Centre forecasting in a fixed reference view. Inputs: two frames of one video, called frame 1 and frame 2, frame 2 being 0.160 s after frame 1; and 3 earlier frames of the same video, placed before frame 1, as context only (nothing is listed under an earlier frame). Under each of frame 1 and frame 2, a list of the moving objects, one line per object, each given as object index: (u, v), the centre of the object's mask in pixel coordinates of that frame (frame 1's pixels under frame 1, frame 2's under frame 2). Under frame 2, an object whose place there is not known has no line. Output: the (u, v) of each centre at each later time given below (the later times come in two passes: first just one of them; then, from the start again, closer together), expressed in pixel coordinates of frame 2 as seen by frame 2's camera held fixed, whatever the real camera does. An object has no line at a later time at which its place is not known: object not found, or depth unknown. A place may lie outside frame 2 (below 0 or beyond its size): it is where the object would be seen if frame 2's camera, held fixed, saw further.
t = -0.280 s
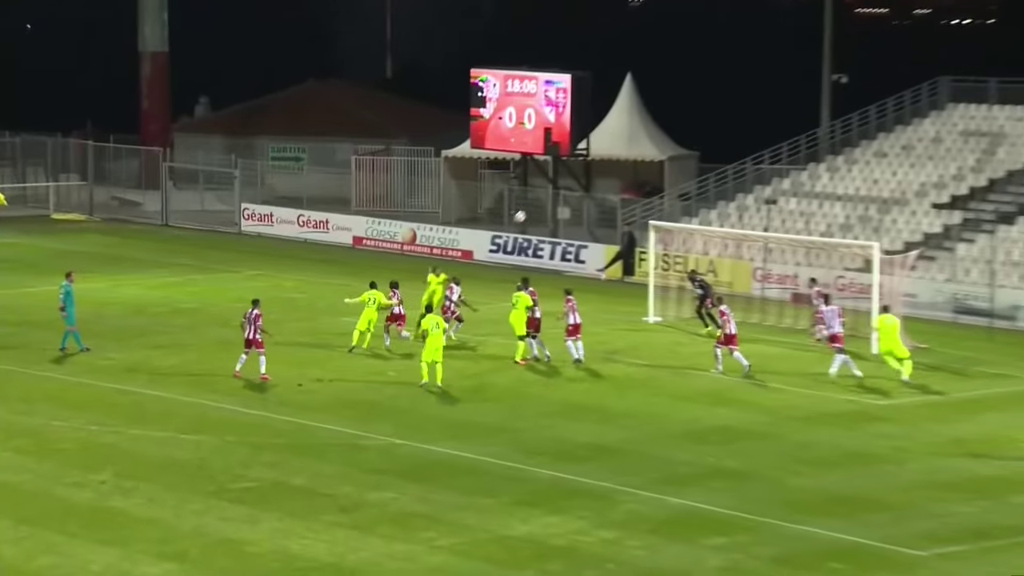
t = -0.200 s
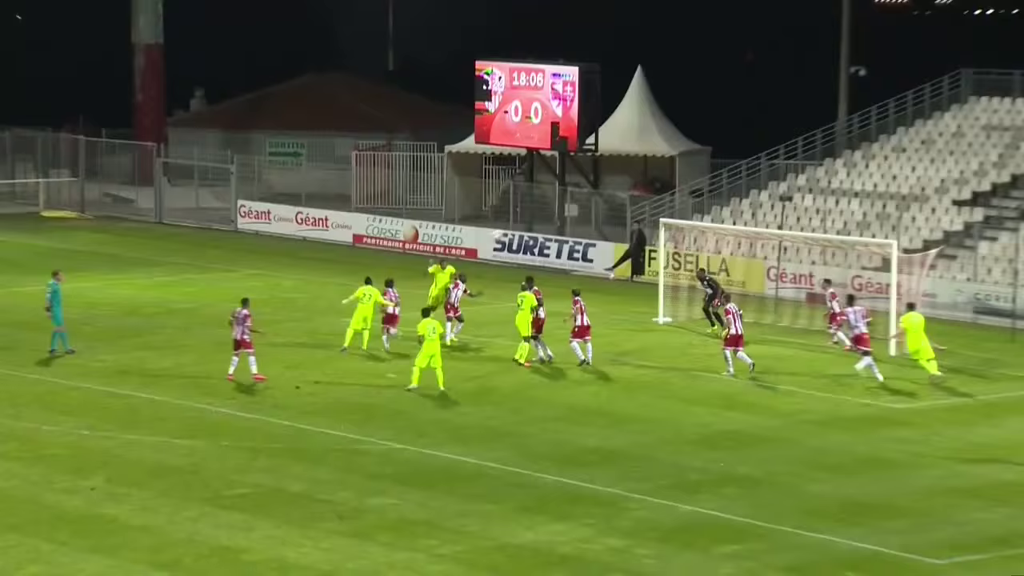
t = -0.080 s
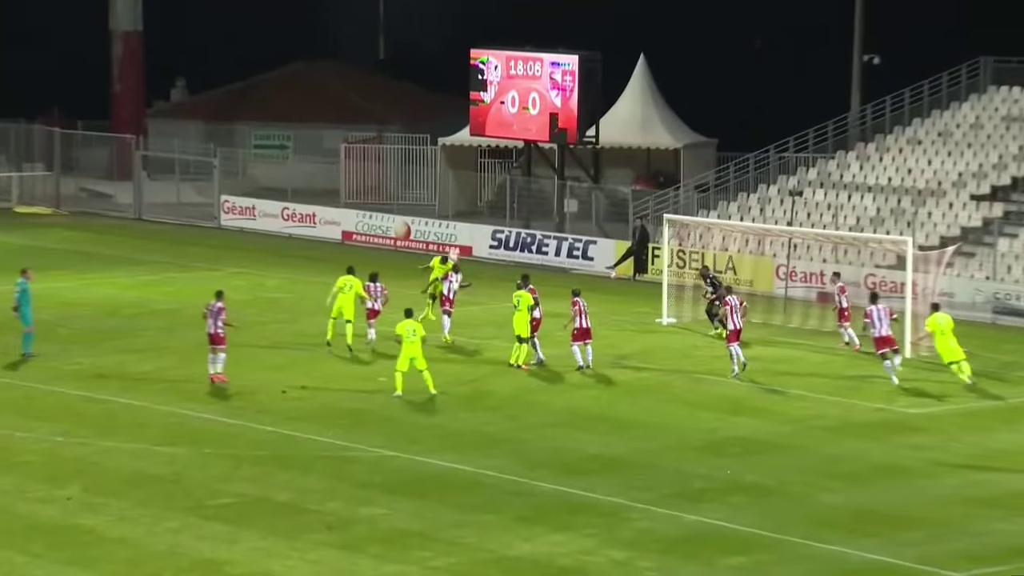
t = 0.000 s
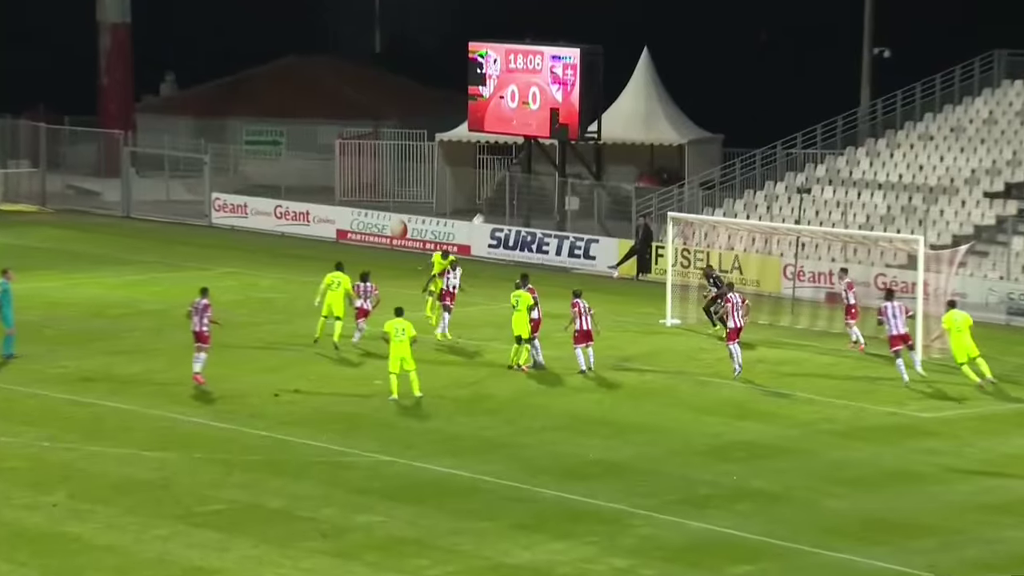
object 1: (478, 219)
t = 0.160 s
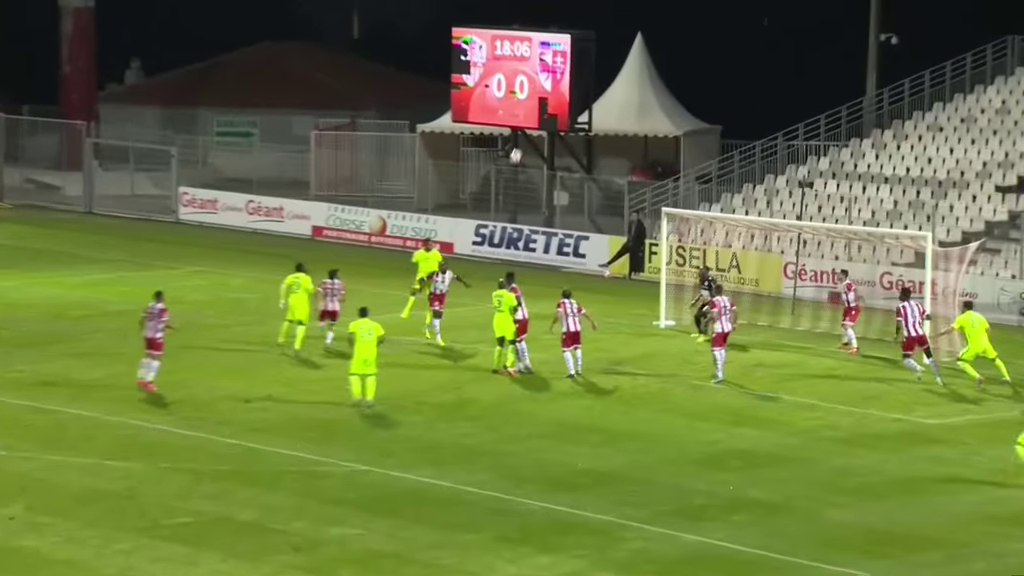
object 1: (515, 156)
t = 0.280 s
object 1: (552, 117)
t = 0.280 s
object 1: (552, 117)
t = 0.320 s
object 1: (563, 106)
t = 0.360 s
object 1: (575, 96)
